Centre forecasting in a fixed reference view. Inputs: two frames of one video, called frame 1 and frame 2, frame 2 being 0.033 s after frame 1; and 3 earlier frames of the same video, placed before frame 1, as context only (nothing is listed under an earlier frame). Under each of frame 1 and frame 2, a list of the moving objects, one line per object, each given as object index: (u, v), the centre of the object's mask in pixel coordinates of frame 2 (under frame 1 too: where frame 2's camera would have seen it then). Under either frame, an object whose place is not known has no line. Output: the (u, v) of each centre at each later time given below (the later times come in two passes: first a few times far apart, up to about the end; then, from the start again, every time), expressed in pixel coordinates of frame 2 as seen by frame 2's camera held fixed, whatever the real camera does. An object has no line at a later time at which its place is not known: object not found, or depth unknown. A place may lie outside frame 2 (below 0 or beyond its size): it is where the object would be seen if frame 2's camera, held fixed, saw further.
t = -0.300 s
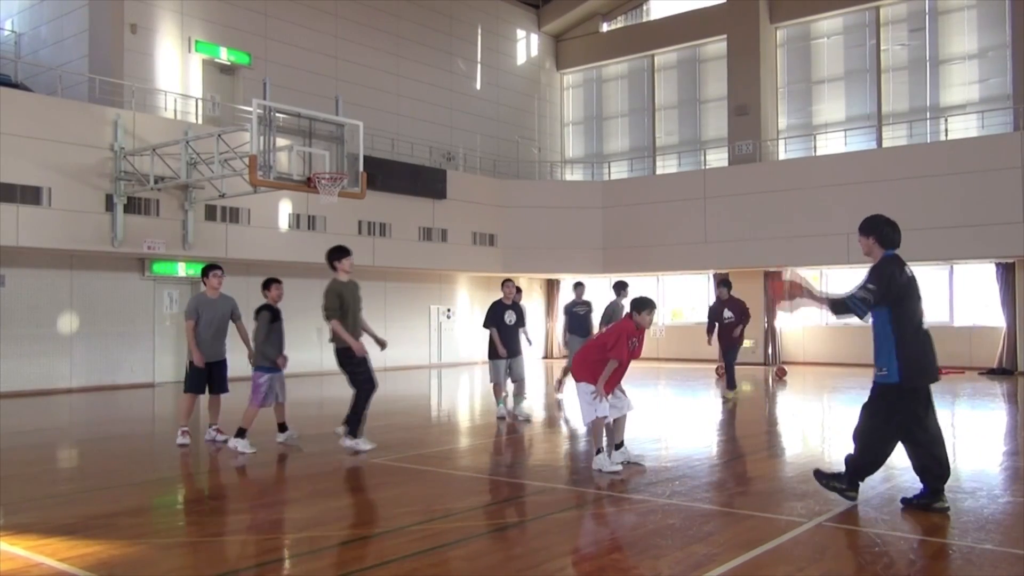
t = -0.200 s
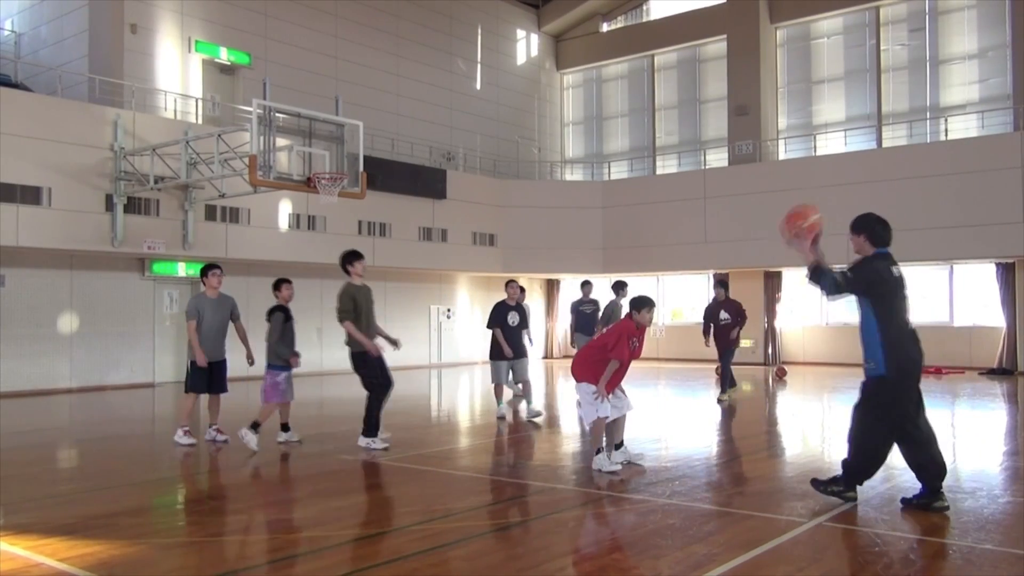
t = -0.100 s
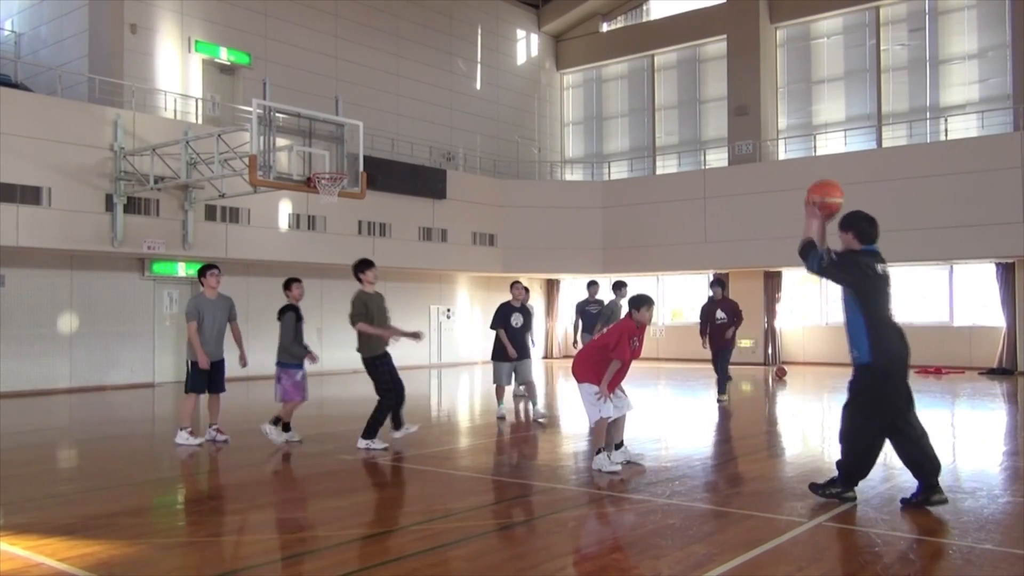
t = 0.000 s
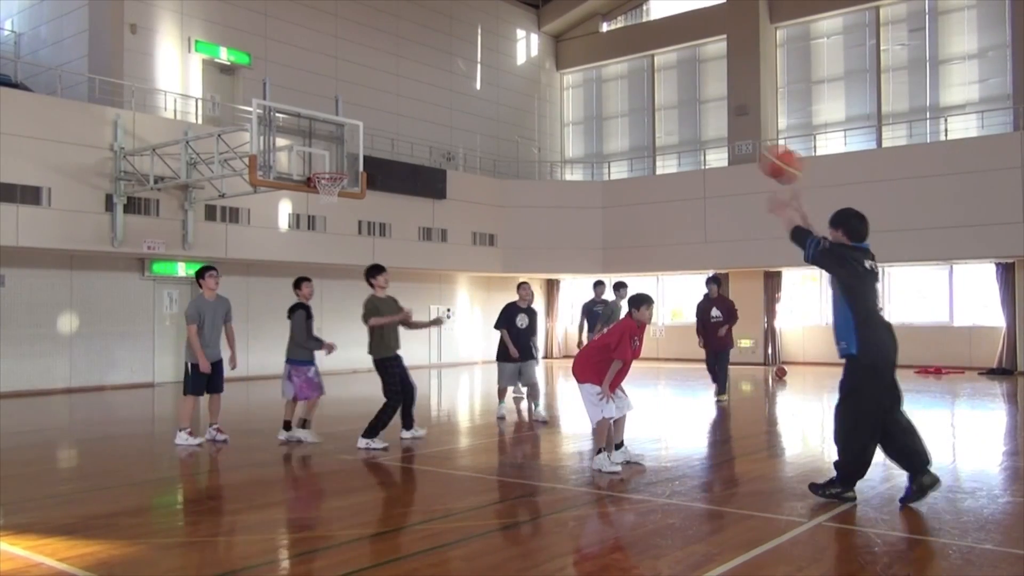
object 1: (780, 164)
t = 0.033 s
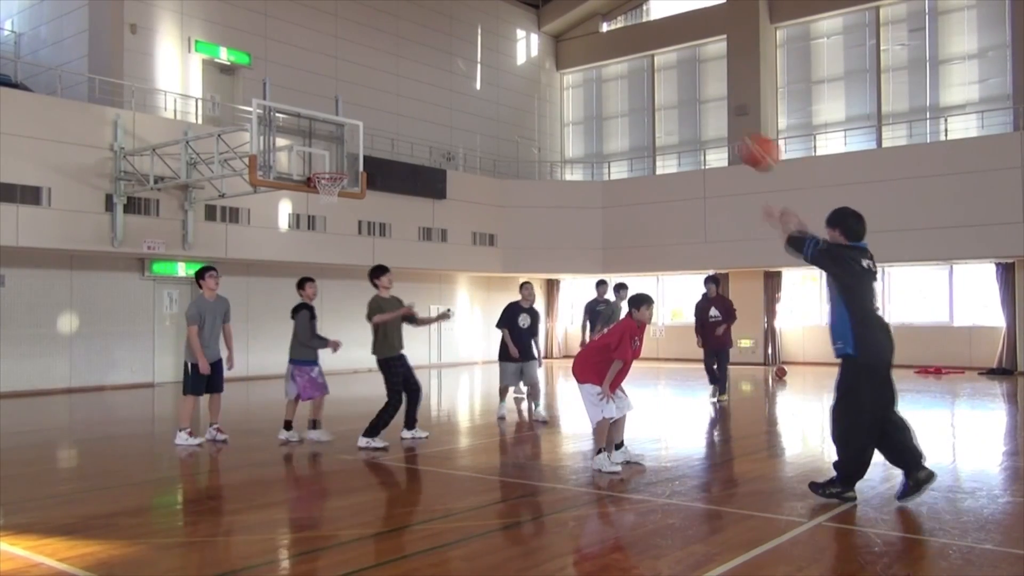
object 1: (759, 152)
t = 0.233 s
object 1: (646, 120)
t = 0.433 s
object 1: (556, 138)
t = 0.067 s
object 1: (739, 143)
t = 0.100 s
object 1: (719, 134)
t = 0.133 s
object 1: (700, 129)
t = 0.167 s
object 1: (681, 124)
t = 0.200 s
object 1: (664, 122)
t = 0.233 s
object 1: (646, 120)
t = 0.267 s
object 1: (630, 120)
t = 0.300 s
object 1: (614, 122)
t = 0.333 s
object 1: (599, 124)
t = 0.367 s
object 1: (584, 128)
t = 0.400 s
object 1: (570, 132)
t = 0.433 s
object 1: (556, 138)
